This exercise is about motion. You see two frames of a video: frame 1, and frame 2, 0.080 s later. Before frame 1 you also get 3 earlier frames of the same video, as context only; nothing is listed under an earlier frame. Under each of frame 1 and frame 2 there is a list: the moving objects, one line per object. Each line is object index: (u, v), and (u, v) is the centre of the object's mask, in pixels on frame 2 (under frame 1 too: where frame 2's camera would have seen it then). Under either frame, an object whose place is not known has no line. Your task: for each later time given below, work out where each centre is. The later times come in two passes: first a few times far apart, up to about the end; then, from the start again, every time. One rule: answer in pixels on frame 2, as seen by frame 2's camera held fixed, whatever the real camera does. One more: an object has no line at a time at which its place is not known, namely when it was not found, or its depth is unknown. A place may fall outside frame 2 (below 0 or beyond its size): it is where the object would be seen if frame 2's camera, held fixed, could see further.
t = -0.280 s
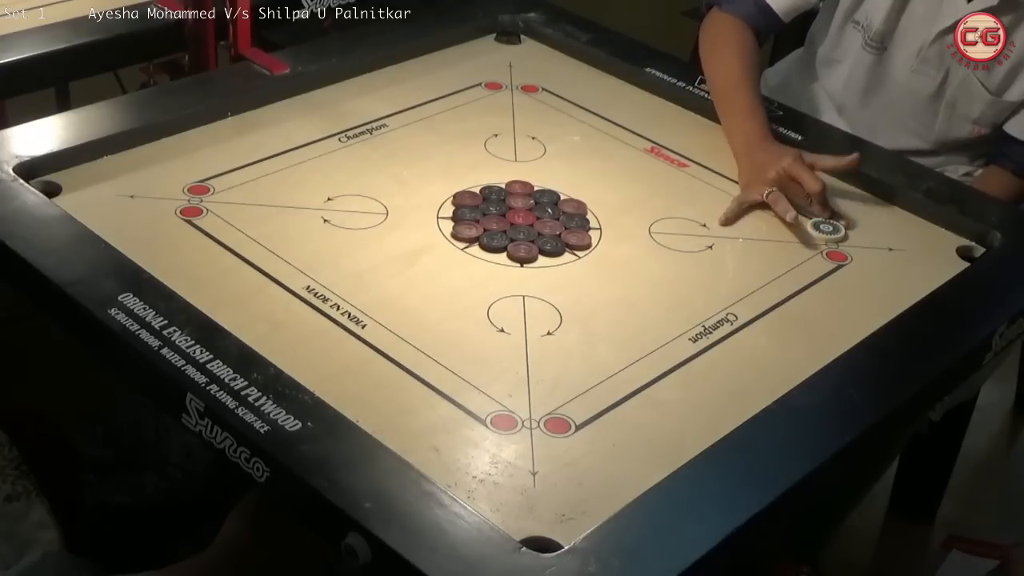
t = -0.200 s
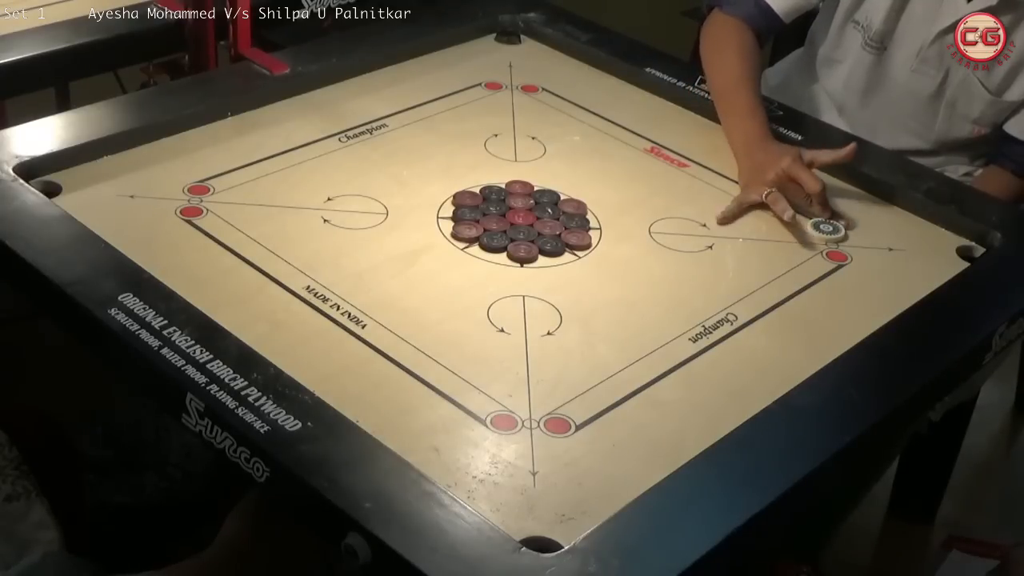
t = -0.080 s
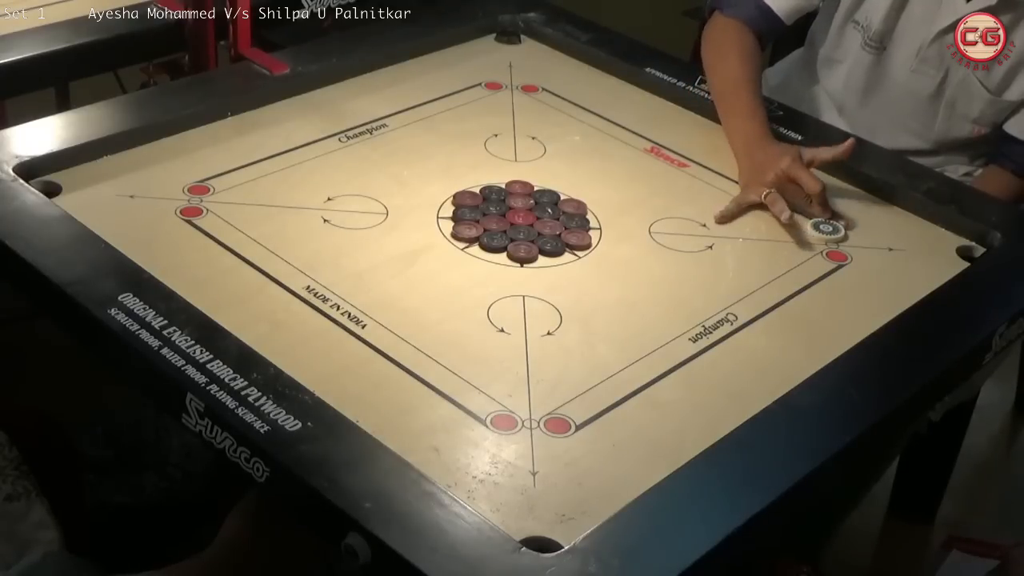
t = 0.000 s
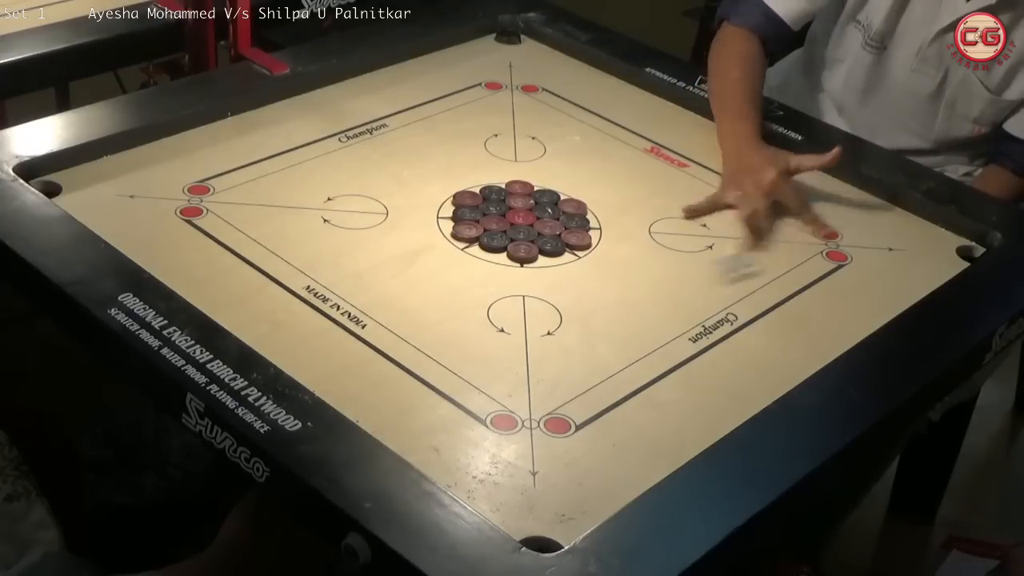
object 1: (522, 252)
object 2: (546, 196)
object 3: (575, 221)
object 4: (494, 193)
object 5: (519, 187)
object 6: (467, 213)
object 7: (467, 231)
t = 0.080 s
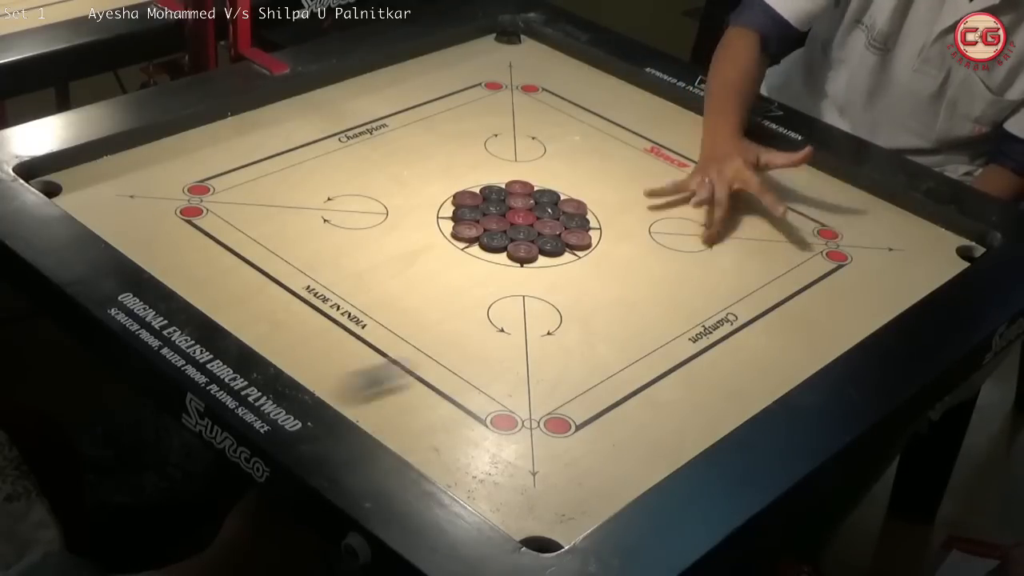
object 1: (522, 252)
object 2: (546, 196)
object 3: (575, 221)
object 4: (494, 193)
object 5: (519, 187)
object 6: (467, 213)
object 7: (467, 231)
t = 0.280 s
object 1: (580, 270)
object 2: (565, 141)
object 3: (690, 215)
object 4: (462, 172)
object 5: (514, 90)
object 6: (412, 197)
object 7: (466, 232)
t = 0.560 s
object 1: (637, 289)
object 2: (565, 73)
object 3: (881, 206)
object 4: (435, 152)
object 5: (576, 63)
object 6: (351, 178)
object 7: (466, 231)
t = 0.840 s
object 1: (538, 387)
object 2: (513, 78)
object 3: (909, 253)
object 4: (435, 152)
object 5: (622, 111)
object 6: (349, 178)
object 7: (394, 208)
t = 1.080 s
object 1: (495, 430)
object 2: (511, 78)
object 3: (912, 259)
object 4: (435, 152)
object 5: (625, 117)
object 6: (349, 177)
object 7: (360, 197)
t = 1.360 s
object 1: (493, 432)
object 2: (511, 78)
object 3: (912, 260)
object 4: (435, 152)
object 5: (624, 118)
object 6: (349, 177)
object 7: (360, 197)
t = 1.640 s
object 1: (493, 432)
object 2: (512, 78)
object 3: (912, 260)
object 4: (435, 152)
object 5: (624, 118)
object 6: (349, 177)
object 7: (360, 197)
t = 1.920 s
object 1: (493, 432)
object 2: (512, 78)
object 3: (912, 260)
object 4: (435, 152)
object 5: (624, 118)
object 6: (349, 177)
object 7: (360, 197)
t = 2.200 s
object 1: (493, 432)
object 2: (512, 78)
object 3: (912, 260)
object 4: (435, 152)
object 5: (624, 118)
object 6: (349, 177)
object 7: (360, 197)
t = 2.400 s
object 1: (493, 432)
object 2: (512, 78)
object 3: (911, 259)
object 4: (435, 152)
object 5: (624, 118)
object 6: (349, 177)
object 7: (360, 197)
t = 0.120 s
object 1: (522, 252)
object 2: (546, 196)
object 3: (575, 221)
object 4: (493, 192)
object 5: (519, 187)
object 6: (467, 213)
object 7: (467, 231)
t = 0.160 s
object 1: (524, 251)
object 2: (546, 196)
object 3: (575, 221)
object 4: (493, 193)
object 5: (519, 187)
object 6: (467, 213)
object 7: (467, 231)
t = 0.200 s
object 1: (544, 259)
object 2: (552, 178)
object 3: (615, 220)
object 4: (482, 186)
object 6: (447, 208)
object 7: (466, 231)
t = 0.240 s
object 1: (563, 265)
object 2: (559, 159)
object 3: (653, 217)
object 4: (472, 178)
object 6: (428, 203)
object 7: (466, 232)
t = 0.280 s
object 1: (580, 270)
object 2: (565, 141)
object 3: (690, 215)
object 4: (462, 172)
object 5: (514, 90)
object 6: (412, 197)
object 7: (466, 232)
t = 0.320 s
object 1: (596, 275)
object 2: (571, 125)
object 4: (455, 166)
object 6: (397, 193)
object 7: (466, 232)
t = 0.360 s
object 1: (608, 279)
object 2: (575, 111)
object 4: (448, 162)
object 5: (513, 39)
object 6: (385, 189)
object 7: (466, 232)
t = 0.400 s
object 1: (619, 282)
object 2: (580, 98)
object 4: (443, 158)
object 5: (519, 31)
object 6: (375, 185)
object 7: (466, 232)
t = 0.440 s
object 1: (627, 285)
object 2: (584, 85)
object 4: (439, 155)
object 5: (537, 36)
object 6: (366, 183)
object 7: (466, 232)
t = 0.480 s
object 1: (633, 287)
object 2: (588, 75)
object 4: (436, 153)
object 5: (550, 53)
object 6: (359, 181)
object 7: (466, 232)
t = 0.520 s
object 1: (637, 287)
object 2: (581, 70)
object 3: (861, 206)
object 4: (435, 152)
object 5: (562, 61)
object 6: (354, 179)
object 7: (466, 231)
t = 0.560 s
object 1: (637, 289)
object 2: (565, 73)
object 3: (881, 206)
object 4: (435, 152)
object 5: (576, 63)
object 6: (351, 178)
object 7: (466, 231)
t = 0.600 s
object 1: (621, 305)
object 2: (553, 73)
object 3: (887, 214)
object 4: (435, 152)
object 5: (585, 76)
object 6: (349, 178)
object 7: (466, 231)
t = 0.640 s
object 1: (606, 320)
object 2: (543, 74)
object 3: (892, 222)
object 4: (435, 152)
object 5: (594, 85)
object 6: (349, 178)
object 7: (466, 231)
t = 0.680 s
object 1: (591, 335)
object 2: (534, 76)
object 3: (896, 231)
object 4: (435, 152)
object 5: (604, 91)
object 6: (349, 178)
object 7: (457, 229)
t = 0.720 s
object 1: (577, 349)
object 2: (526, 77)
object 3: (900, 238)
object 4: (435, 152)
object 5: (612, 100)
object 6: (349, 178)
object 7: (438, 222)
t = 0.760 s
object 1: (563, 363)
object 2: (520, 77)
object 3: (903, 244)
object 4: (435, 152)
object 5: (618, 103)
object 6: (349, 178)
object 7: (421, 217)
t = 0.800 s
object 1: (550, 375)
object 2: (516, 78)
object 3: (907, 249)
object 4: (435, 152)
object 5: (620, 108)
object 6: (349, 178)
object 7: (406, 212)
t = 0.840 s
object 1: (538, 387)
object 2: (513, 78)
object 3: (909, 253)
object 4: (435, 152)
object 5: (622, 111)
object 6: (349, 178)
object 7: (394, 208)
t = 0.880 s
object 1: (527, 398)
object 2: (512, 78)
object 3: (911, 256)
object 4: (435, 152)
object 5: (623, 114)
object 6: (349, 178)
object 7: (383, 205)
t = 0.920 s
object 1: (518, 407)
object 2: (512, 78)
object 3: (912, 259)
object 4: (435, 152)
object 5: (623, 115)
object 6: (349, 178)
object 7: (375, 202)
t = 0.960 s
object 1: (510, 415)
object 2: (511, 78)
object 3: (912, 259)
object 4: (435, 152)
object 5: (623, 116)
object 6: (349, 178)
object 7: (368, 200)
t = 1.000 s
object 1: (503, 421)
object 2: (511, 78)
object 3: (912, 259)
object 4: (435, 152)
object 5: (623, 117)
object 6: (349, 178)
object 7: (364, 198)
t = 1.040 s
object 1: (499, 426)
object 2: (511, 78)
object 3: (912, 259)
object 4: (435, 152)
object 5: (624, 117)
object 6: (349, 177)
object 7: (361, 197)
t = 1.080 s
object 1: (495, 430)
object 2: (511, 78)
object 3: (912, 259)
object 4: (435, 152)
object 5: (625, 117)
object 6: (349, 177)
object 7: (360, 197)
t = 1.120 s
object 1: (494, 432)
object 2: (511, 78)
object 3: (912, 260)
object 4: (435, 152)
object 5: (625, 118)
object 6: (349, 177)
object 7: (360, 197)
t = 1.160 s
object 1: (493, 432)
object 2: (511, 78)
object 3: (912, 259)
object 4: (435, 152)
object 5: (624, 118)
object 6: (349, 177)
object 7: (360, 197)
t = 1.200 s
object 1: (493, 432)
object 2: (512, 78)
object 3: (912, 259)
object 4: (435, 152)
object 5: (625, 118)
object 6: (349, 177)
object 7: (360, 197)
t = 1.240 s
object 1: (493, 432)
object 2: (512, 78)
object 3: (912, 259)
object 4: (435, 152)
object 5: (625, 118)
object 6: (349, 177)
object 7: (360, 197)
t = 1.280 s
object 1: (493, 432)
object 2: (511, 78)
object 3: (911, 259)
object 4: (435, 152)
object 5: (624, 118)
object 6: (349, 177)
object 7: (360, 197)
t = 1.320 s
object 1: (493, 432)
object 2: (511, 78)
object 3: (912, 260)
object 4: (435, 152)
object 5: (624, 118)
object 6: (349, 177)
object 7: (360, 197)
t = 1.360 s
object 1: (493, 432)
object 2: (511, 78)
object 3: (912, 260)
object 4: (435, 152)
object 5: (624, 118)
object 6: (349, 177)
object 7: (360, 197)
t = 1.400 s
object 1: (493, 432)
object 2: (511, 78)
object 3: (912, 260)
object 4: (435, 152)
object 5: (624, 118)
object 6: (349, 177)
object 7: (360, 197)
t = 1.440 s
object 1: (493, 432)
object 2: (511, 78)
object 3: (912, 260)
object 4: (435, 152)
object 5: (624, 118)
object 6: (349, 177)
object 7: (360, 197)
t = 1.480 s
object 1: (493, 432)
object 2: (512, 78)
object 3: (912, 260)
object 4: (435, 152)
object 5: (624, 118)
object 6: (349, 177)
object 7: (360, 197)
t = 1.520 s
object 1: (493, 432)
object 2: (512, 78)
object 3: (912, 260)
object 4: (435, 152)
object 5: (624, 118)
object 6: (349, 177)
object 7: (360, 197)
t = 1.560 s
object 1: (493, 432)
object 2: (512, 78)
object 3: (912, 260)
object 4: (435, 152)
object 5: (624, 118)
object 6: (349, 177)
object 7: (360, 197)
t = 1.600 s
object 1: (494, 432)
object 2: (512, 78)
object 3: (912, 260)
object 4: (435, 152)
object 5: (624, 118)
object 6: (349, 177)
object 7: (360, 197)
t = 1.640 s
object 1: (493, 432)
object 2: (512, 78)
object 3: (912, 260)
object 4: (435, 152)
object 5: (624, 118)
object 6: (349, 177)
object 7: (360, 197)
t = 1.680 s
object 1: (493, 432)
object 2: (512, 78)
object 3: (911, 259)
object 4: (435, 152)
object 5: (624, 118)
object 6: (349, 177)
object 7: (360, 197)
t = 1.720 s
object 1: (493, 432)
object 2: (512, 78)
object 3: (912, 259)
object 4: (435, 152)
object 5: (624, 118)
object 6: (349, 177)
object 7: (360, 197)
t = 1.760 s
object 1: (493, 432)
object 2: (512, 78)
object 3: (912, 259)
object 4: (435, 152)
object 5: (624, 118)
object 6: (349, 177)
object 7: (360, 197)
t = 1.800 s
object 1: (494, 432)
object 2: (512, 78)
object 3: (912, 259)
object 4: (435, 152)
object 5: (624, 118)
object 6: (349, 177)
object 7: (360, 197)
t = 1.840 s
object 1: (494, 432)
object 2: (512, 78)
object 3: (912, 259)
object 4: (435, 152)
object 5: (624, 118)
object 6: (349, 177)
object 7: (360, 197)
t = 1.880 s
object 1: (494, 432)
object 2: (512, 78)
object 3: (912, 259)
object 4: (435, 152)
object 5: (624, 118)
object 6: (349, 177)
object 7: (360, 197)
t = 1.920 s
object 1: (493, 432)
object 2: (512, 78)
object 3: (912, 260)
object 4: (435, 152)
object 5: (624, 118)
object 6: (349, 177)
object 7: (360, 197)
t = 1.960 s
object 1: (494, 432)
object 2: (512, 78)
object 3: (911, 259)
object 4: (435, 152)
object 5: (624, 118)
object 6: (349, 177)
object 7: (360, 197)
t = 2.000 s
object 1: (493, 432)
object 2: (512, 78)
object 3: (912, 260)
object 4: (435, 152)
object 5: (624, 118)
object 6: (349, 177)
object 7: (360, 197)
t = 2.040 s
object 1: (493, 432)
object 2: (512, 78)
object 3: (912, 260)
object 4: (435, 152)
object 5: (624, 118)
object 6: (349, 177)
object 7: (360, 197)
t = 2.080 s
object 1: (493, 432)
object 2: (512, 78)
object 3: (912, 260)
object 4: (435, 152)
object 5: (624, 118)
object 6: (349, 177)
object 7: (360, 197)
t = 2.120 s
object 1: (493, 432)
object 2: (512, 78)
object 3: (912, 260)
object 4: (435, 152)
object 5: (624, 118)
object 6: (349, 177)
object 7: (360, 197)
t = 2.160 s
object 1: (493, 432)
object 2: (512, 78)
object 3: (912, 260)
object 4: (435, 152)
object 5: (624, 118)
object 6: (349, 177)
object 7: (360, 197)
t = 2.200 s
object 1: (493, 432)
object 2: (512, 78)
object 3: (912, 260)
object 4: (435, 152)
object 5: (624, 118)
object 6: (349, 177)
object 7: (360, 197)
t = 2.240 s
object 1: (493, 432)
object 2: (512, 78)
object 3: (912, 260)
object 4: (435, 152)
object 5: (624, 118)
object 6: (349, 177)
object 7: (360, 197)
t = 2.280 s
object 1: (493, 432)
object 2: (511, 78)
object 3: (912, 260)
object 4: (435, 152)
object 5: (624, 118)
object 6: (349, 177)
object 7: (360, 197)
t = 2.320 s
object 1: (493, 432)
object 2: (512, 78)
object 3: (912, 260)
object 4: (435, 152)
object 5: (624, 118)
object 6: (349, 177)
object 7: (360, 197)
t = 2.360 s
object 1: (493, 432)
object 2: (512, 78)
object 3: (911, 259)
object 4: (435, 152)
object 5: (624, 118)
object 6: (349, 177)
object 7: (360, 197)
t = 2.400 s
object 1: (493, 432)
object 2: (512, 78)
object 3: (911, 259)
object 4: (435, 152)
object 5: (624, 118)
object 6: (349, 177)
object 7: (360, 197)
